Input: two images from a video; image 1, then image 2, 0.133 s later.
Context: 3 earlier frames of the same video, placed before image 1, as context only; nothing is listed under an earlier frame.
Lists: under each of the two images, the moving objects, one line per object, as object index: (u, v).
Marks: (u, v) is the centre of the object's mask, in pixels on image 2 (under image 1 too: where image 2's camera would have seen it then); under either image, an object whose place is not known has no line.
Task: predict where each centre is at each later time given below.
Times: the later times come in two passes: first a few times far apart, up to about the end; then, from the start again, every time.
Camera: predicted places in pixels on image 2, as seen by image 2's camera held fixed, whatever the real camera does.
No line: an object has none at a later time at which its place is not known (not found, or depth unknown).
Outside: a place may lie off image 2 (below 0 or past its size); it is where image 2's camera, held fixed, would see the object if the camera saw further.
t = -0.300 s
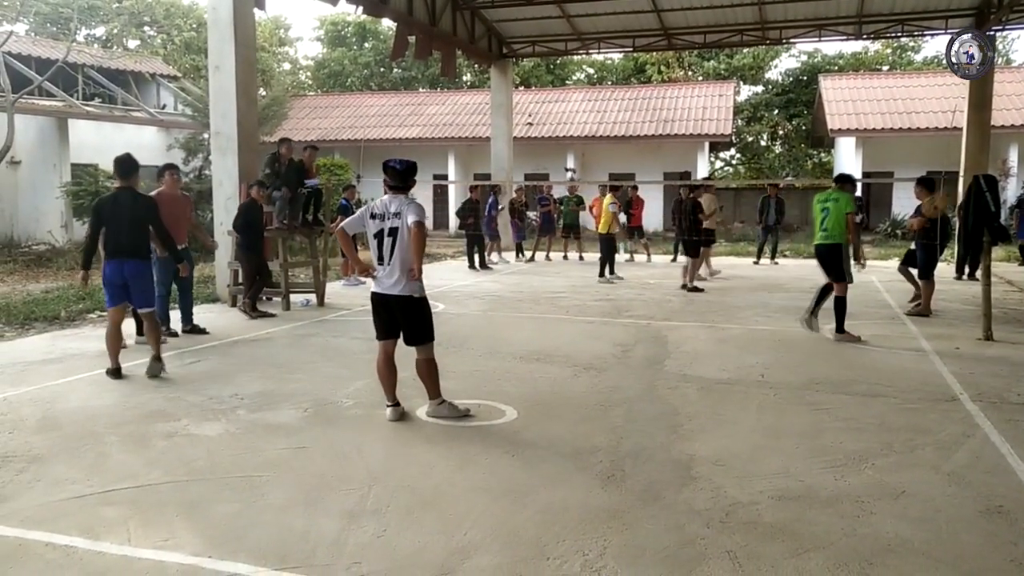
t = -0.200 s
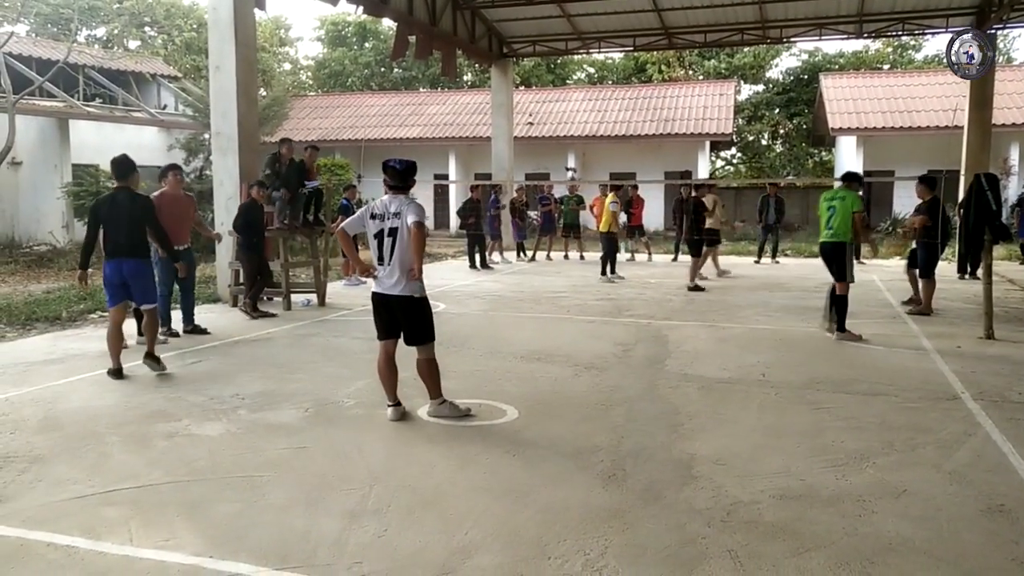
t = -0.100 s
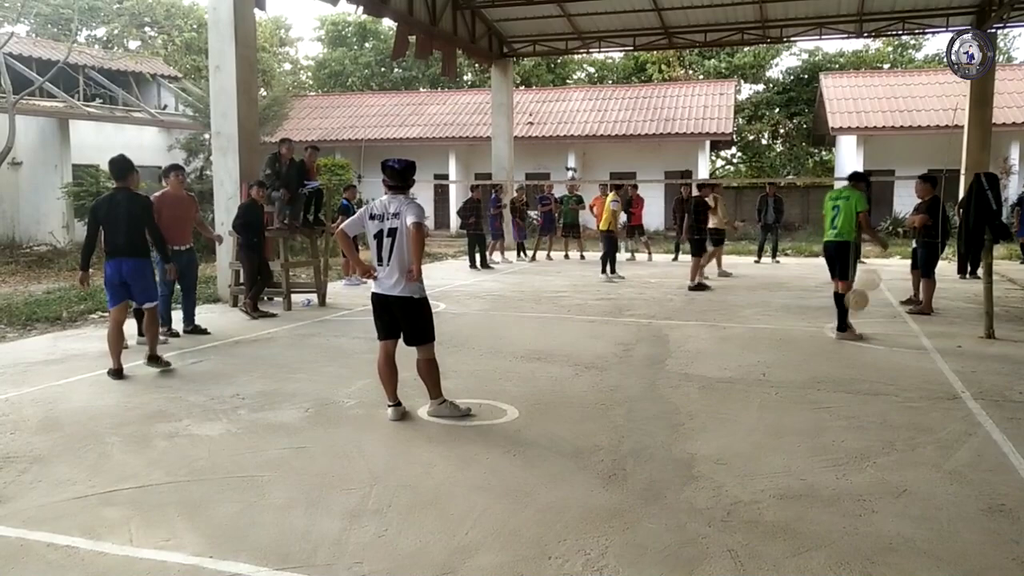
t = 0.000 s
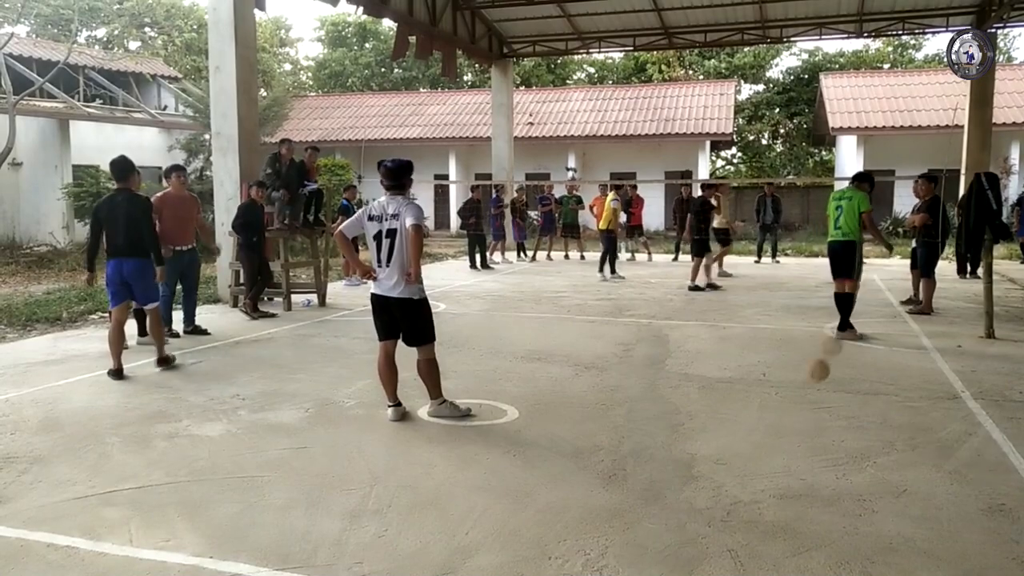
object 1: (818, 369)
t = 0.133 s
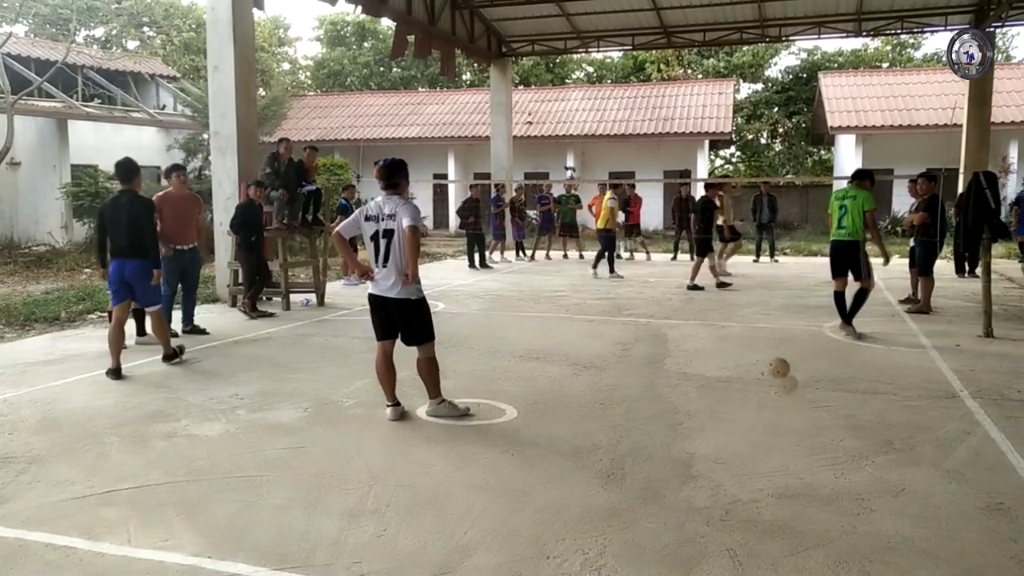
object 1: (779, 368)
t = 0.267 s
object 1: (747, 320)
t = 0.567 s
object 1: (674, 312)
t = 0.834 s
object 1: (611, 386)
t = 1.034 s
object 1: (557, 355)
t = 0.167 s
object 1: (771, 354)
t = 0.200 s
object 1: (763, 341)
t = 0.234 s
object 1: (755, 329)
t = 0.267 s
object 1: (747, 320)
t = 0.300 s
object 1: (739, 313)
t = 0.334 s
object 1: (731, 306)
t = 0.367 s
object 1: (723, 302)
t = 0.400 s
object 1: (715, 299)
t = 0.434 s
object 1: (706, 299)
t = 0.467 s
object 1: (698, 299)
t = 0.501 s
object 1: (690, 302)
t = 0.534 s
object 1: (682, 306)
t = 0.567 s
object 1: (674, 312)
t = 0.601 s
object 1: (666, 320)
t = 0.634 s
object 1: (658, 329)
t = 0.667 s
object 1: (651, 340)
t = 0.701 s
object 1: (642, 353)
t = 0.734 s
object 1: (635, 367)
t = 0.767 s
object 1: (628, 382)
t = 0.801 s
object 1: (621, 396)
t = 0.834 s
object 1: (611, 386)
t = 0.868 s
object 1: (602, 377)
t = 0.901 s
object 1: (593, 369)
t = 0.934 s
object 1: (584, 363)
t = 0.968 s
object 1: (575, 360)
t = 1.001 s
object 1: (566, 357)
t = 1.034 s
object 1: (557, 355)
